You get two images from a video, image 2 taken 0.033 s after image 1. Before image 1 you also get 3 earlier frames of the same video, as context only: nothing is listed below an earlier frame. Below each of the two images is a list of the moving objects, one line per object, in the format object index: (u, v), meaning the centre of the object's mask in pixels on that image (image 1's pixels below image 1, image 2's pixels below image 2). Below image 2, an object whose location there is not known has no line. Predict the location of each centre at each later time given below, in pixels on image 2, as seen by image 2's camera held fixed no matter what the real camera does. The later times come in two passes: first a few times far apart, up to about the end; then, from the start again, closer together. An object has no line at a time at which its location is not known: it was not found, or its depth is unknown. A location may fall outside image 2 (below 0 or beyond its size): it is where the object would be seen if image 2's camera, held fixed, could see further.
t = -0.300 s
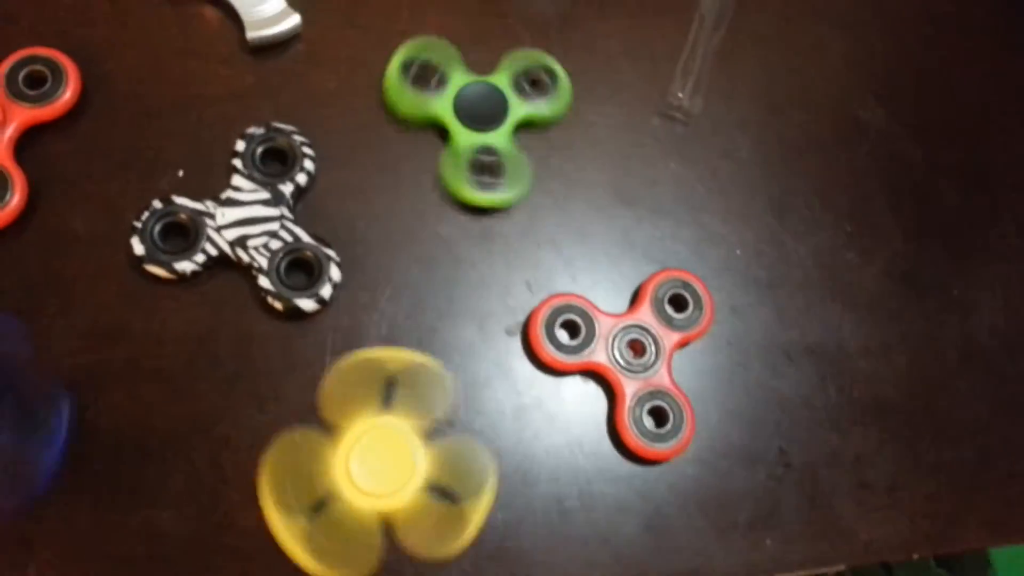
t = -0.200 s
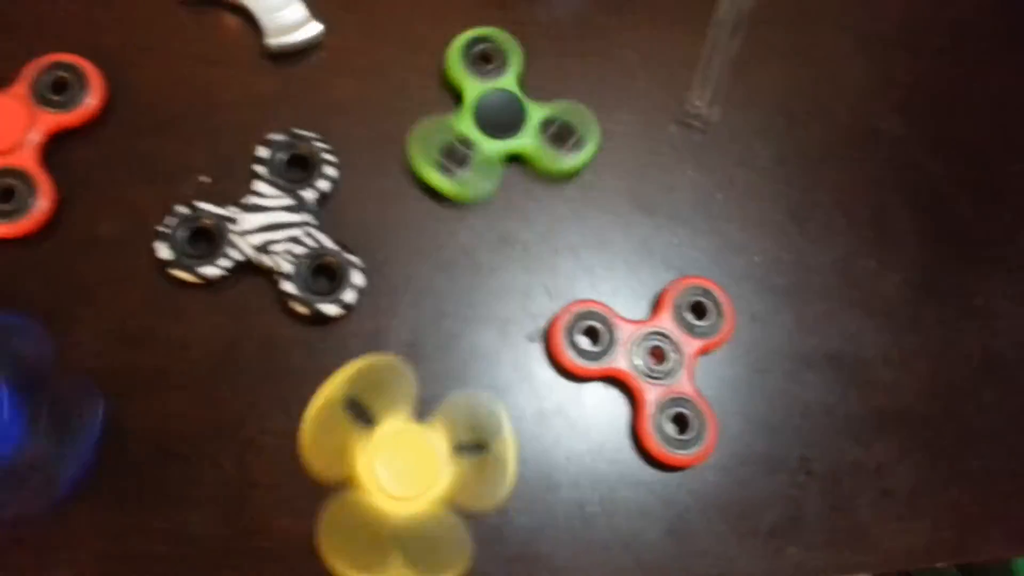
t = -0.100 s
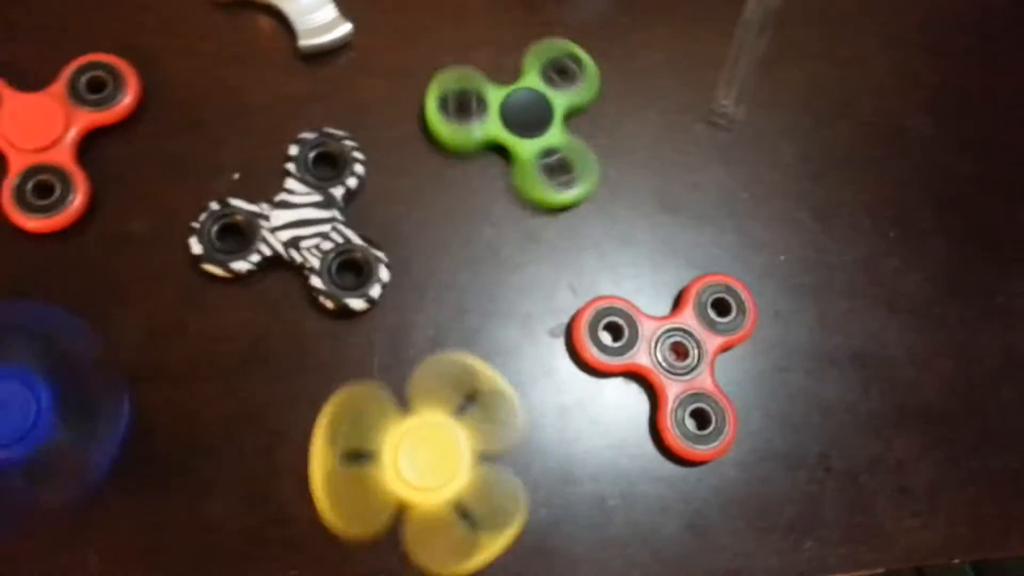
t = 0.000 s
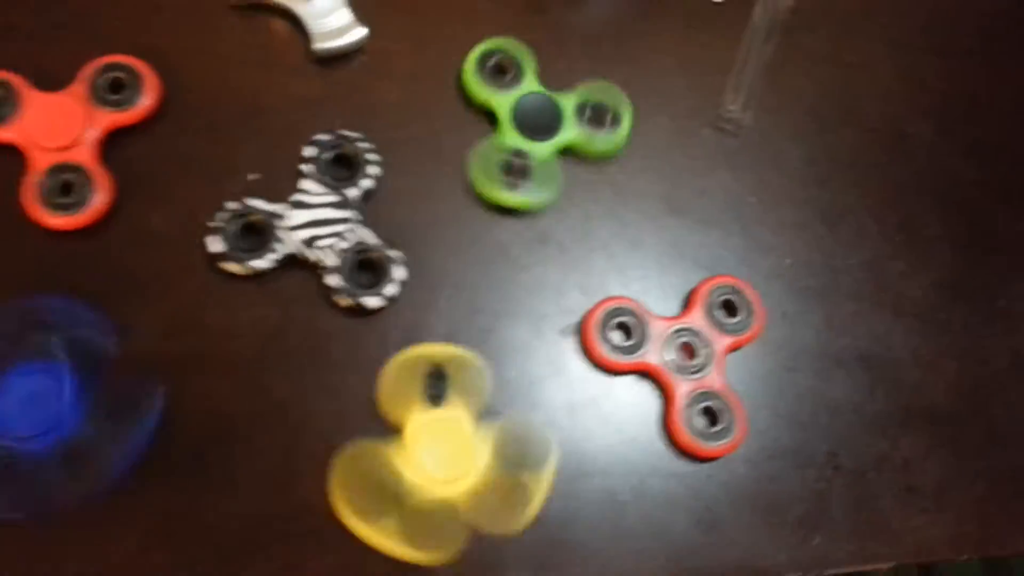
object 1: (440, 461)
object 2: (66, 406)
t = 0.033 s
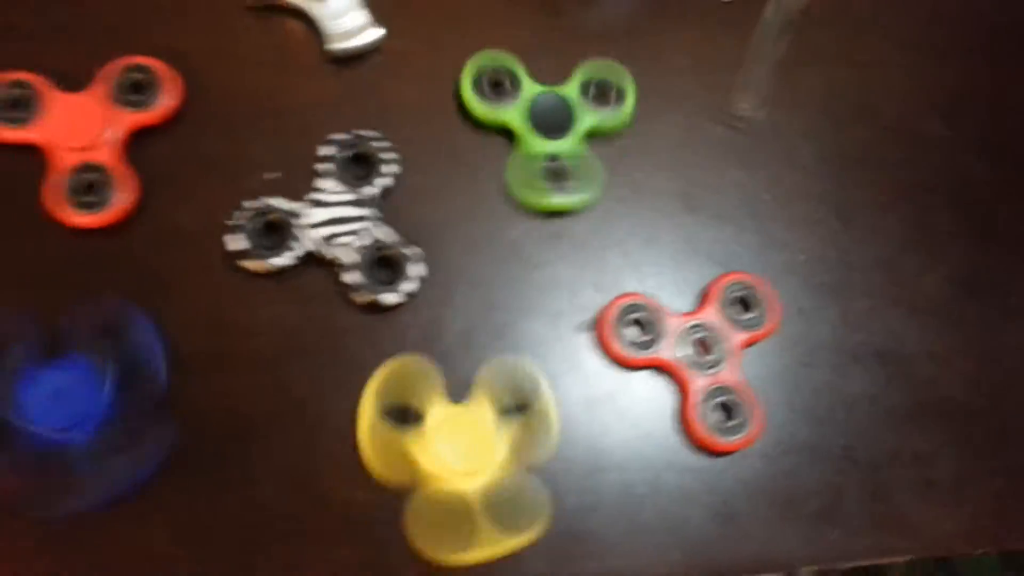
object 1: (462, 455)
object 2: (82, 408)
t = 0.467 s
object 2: (55, 412)
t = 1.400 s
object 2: (49, 413)
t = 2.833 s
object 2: (52, 409)
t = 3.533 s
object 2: (51, 411)
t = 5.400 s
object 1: (458, 453)
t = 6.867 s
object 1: (456, 448)
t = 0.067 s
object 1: (458, 456)
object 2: (63, 409)
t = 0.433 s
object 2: (54, 410)
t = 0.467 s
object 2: (55, 412)
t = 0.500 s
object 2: (56, 409)
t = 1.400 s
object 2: (49, 413)
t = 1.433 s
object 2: (47, 416)
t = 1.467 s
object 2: (47, 414)
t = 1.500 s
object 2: (52, 413)
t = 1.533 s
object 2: (52, 414)
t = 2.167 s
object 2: (57, 411)
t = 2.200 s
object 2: (58, 409)
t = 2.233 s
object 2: (55, 410)
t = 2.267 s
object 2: (51, 412)
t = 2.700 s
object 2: (60, 407)
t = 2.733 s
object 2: (60, 408)
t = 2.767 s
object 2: (59, 406)
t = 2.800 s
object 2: (55, 410)
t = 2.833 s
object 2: (52, 409)
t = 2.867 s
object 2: (53, 412)
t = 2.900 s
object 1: (458, 455)
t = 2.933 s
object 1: (457, 457)
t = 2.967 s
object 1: (458, 455)
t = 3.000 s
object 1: (458, 456)
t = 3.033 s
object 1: (457, 455)
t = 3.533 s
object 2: (51, 411)
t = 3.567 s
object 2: (54, 411)
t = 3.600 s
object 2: (53, 413)
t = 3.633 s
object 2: (53, 412)
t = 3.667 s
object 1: (457, 455)
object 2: (52, 411)
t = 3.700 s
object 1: (458, 456)
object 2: (54, 412)
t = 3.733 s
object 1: (460, 455)
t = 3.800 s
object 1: (458, 454)
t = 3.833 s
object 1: (456, 455)
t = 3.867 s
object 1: (456, 457)
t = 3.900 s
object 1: (457, 456)
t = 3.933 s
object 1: (457, 457)
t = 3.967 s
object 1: (458, 456)
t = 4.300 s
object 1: (450, 441)
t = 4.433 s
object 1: (449, 434)
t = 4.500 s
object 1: (455, 432)
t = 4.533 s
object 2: (51, 413)
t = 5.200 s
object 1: (460, 452)
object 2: (63, 409)
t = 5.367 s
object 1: (457, 454)
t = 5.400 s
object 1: (458, 453)
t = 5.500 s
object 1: (458, 454)
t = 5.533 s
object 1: (458, 455)
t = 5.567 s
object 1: (456, 455)
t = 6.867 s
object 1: (456, 448)
